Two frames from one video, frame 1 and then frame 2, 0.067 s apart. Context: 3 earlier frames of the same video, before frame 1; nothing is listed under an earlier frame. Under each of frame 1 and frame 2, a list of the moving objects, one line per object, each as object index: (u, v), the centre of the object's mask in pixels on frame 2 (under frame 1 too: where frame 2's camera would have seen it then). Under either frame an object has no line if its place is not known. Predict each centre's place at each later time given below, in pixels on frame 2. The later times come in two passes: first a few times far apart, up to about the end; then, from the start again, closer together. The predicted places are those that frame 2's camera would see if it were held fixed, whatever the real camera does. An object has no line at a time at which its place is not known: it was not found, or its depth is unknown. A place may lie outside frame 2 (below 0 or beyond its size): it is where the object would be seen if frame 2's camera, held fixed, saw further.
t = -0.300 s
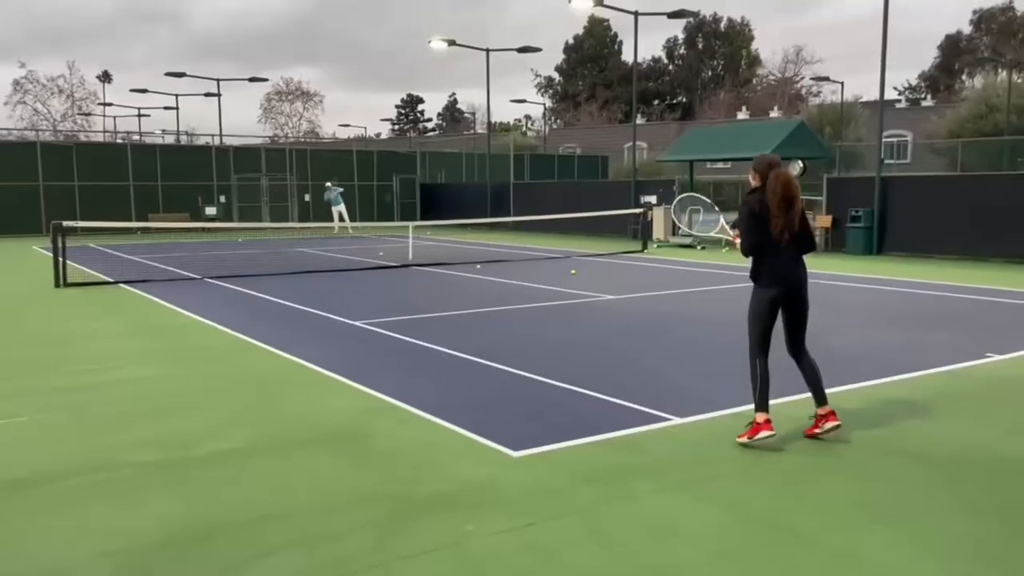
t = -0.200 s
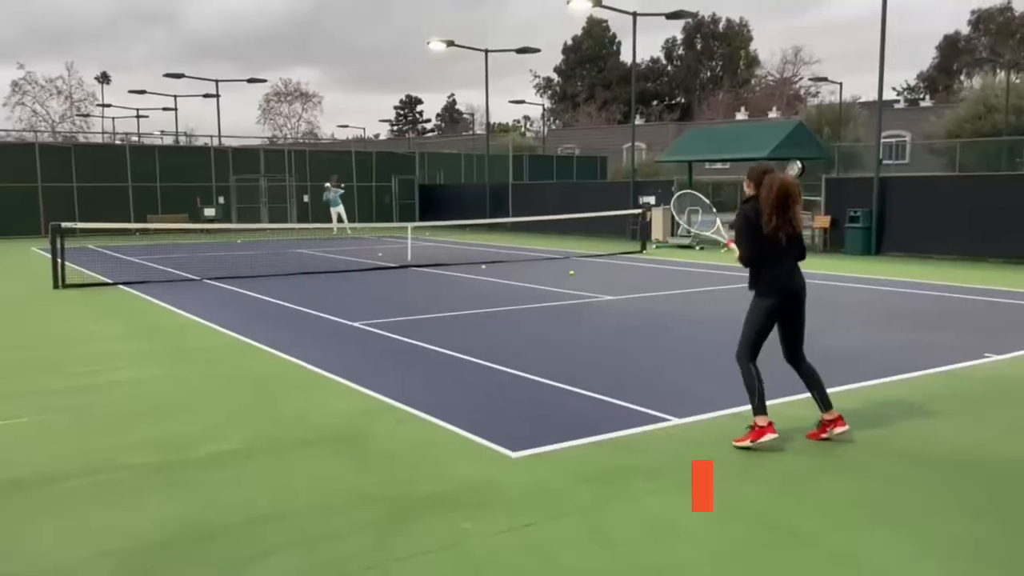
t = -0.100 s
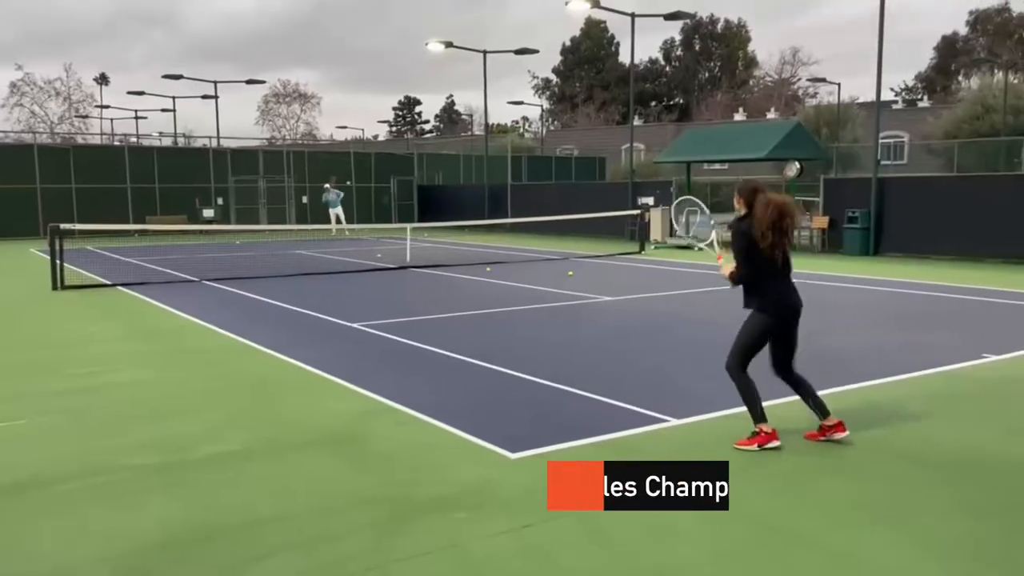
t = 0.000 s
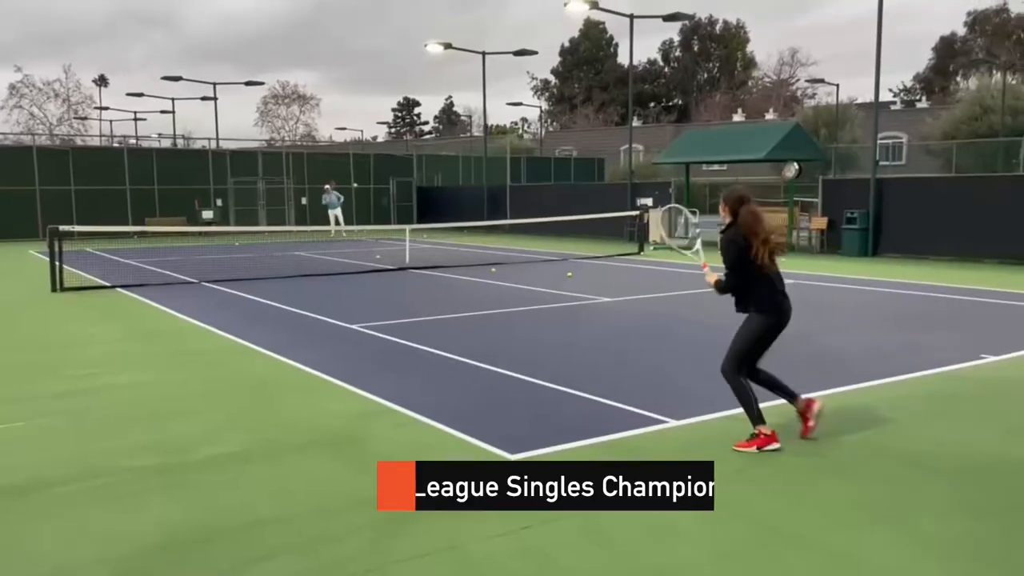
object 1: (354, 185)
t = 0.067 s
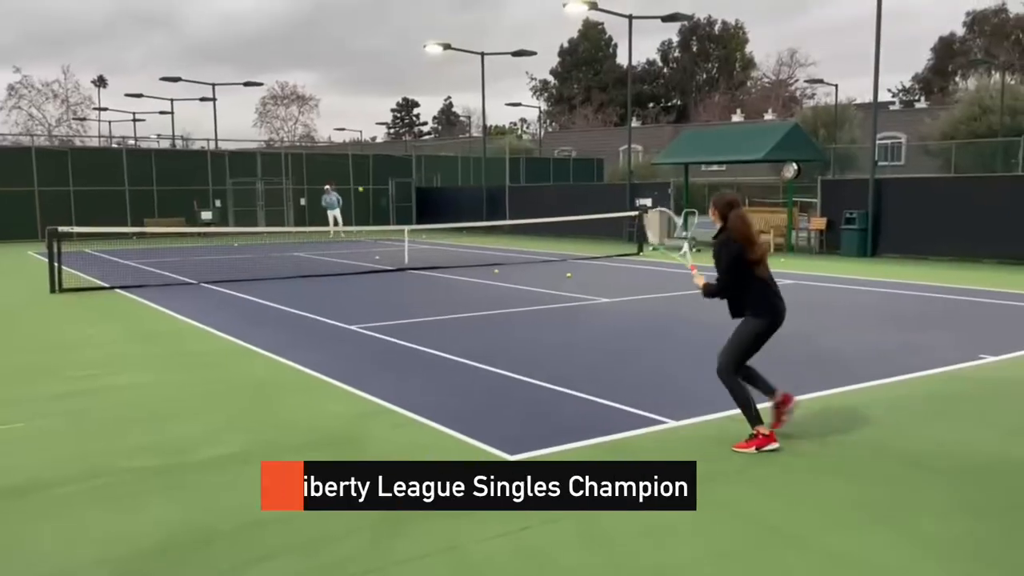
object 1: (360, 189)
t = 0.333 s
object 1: (395, 238)
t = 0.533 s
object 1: (439, 320)
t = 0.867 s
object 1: (491, 269)
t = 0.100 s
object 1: (364, 192)
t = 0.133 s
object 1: (368, 195)
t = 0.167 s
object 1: (371, 200)
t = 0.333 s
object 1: (395, 238)
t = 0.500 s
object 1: (432, 313)
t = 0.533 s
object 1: (439, 320)
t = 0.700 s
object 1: (458, 288)
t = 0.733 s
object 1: (464, 283)
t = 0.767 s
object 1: (471, 277)
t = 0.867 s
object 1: (491, 269)
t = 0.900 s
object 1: (499, 269)
